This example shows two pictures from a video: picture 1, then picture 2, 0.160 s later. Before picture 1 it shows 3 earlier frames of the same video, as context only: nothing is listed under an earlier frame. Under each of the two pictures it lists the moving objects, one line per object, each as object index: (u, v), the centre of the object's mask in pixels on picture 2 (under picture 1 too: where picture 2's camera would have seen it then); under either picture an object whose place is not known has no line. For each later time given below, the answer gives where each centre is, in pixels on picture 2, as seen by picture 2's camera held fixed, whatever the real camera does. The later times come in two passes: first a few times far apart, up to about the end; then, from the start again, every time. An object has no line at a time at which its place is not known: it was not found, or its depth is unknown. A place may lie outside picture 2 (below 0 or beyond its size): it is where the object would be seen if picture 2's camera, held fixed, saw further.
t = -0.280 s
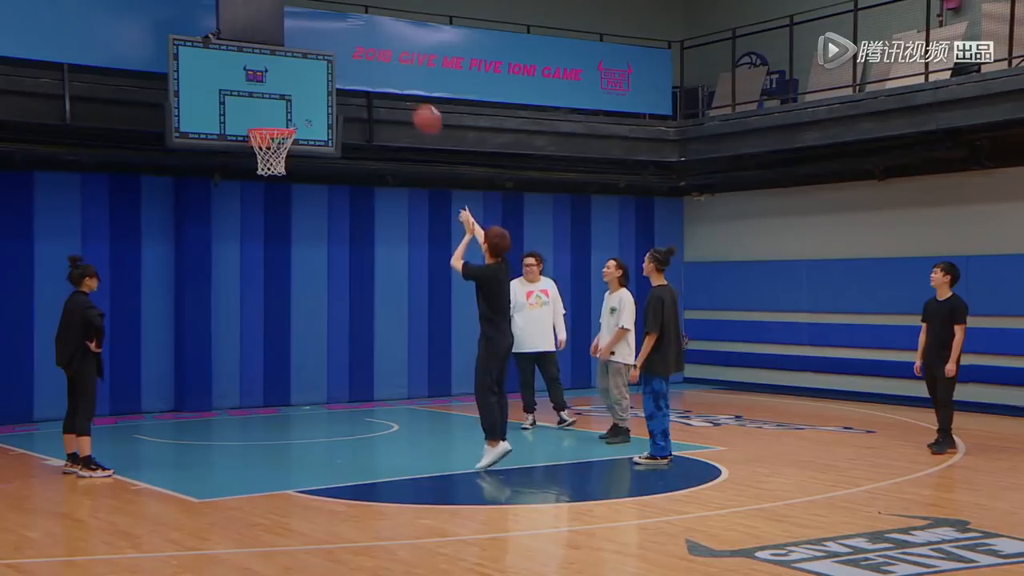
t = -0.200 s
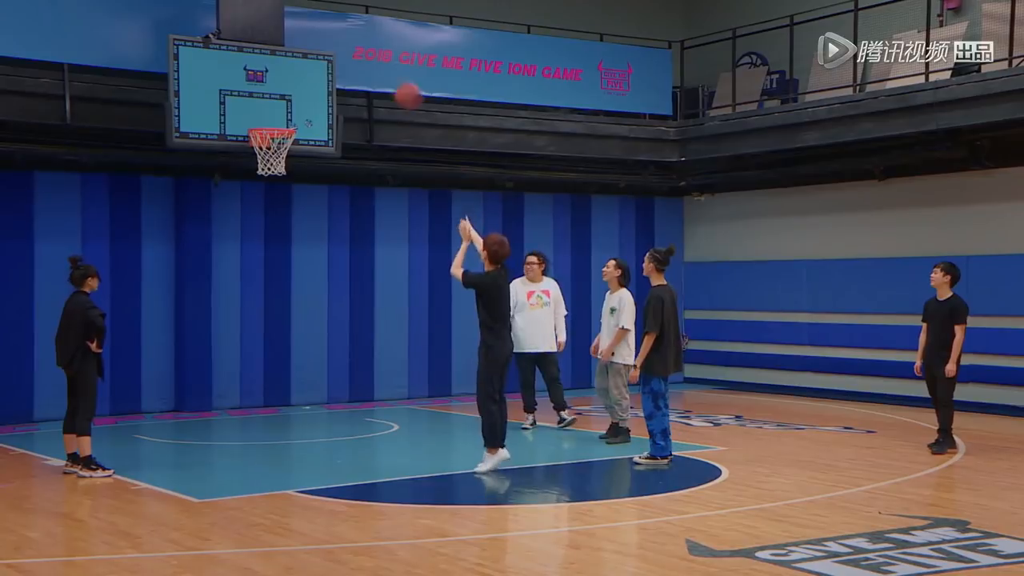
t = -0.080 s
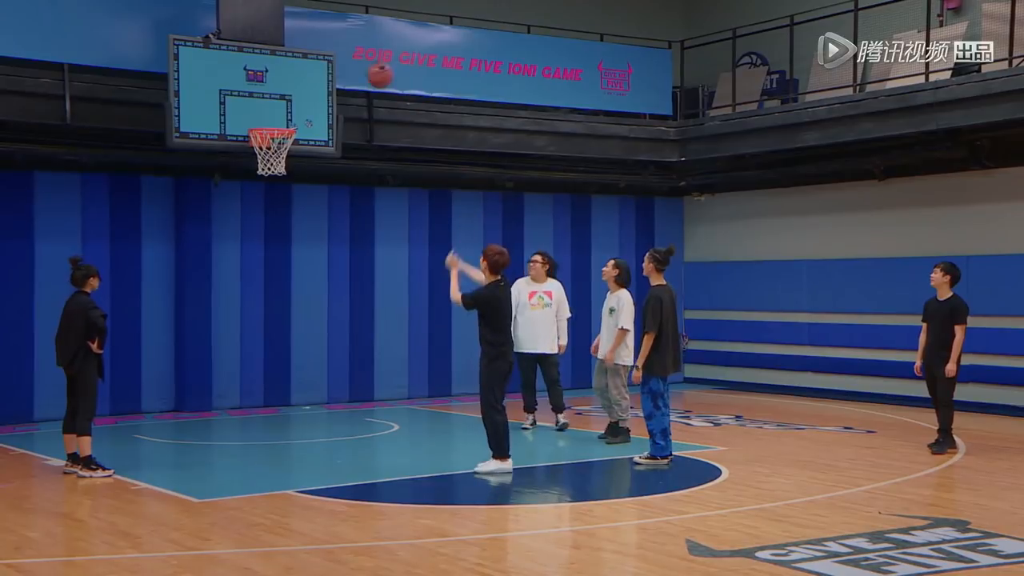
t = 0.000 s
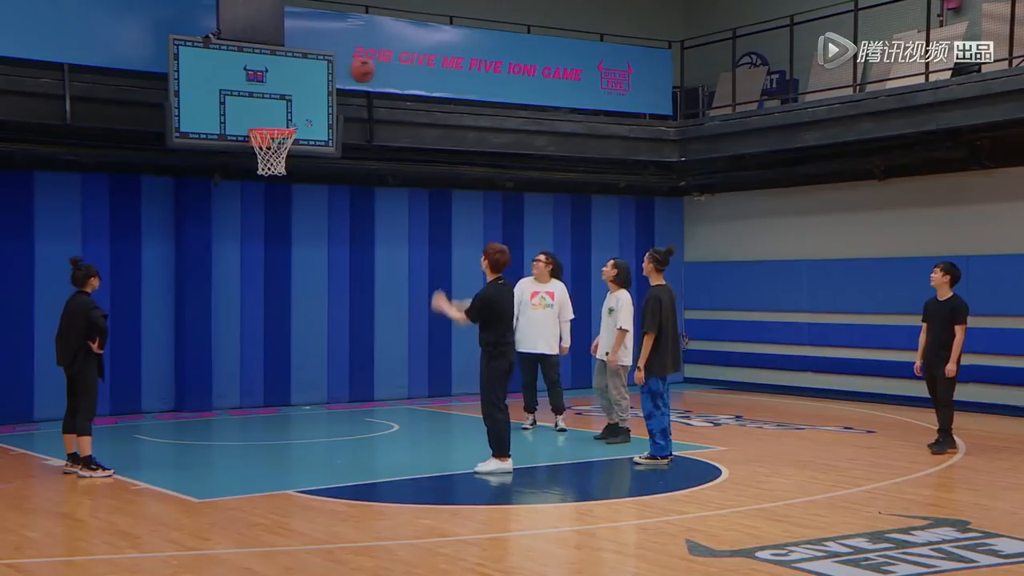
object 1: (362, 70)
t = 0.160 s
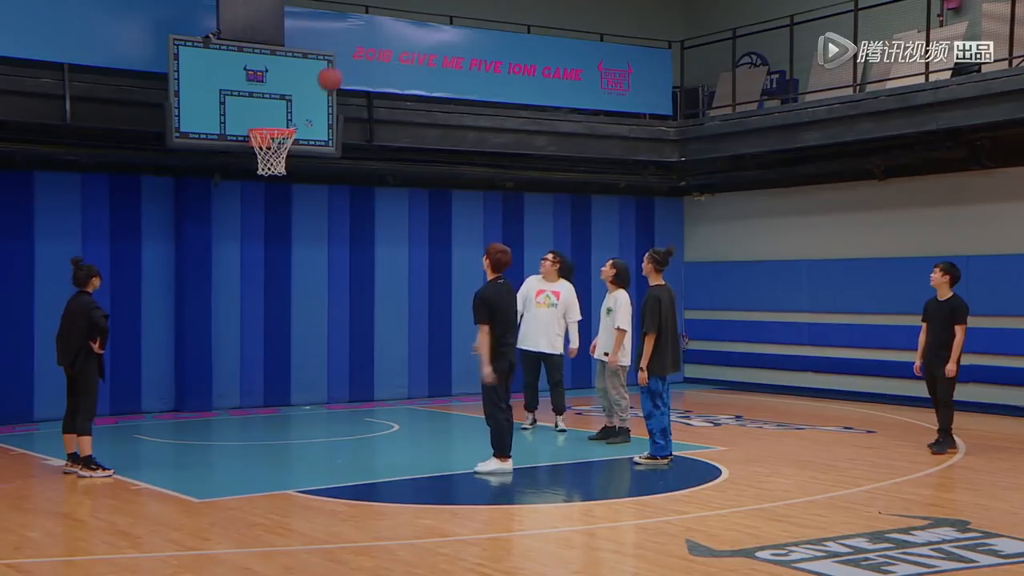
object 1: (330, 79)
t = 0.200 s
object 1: (322, 85)
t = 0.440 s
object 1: (315, 105)
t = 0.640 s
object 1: (364, 94)
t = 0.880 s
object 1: (420, 129)
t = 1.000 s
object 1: (449, 168)
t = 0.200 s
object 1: (322, 85)
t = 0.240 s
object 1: (315, 93)
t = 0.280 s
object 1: (308, 102)
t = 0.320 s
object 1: (301, 112)
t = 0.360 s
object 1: (297, 120)
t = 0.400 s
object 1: (306, 112)
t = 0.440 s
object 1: (315, 105)
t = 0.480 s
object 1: (325, 100)
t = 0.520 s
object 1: (335, 96)
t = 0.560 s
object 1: (345, 94)
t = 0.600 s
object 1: (354, 93)
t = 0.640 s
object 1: (364, 94)
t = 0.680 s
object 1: (373, 96)
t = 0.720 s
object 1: (383, 100)
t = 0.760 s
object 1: (393, 104)
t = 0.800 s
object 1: (402, 111)
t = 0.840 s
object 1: (411, 120)
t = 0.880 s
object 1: (420, 129)
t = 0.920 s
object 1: (430, 141)
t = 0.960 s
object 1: (440, 154)
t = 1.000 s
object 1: (449, 168)
